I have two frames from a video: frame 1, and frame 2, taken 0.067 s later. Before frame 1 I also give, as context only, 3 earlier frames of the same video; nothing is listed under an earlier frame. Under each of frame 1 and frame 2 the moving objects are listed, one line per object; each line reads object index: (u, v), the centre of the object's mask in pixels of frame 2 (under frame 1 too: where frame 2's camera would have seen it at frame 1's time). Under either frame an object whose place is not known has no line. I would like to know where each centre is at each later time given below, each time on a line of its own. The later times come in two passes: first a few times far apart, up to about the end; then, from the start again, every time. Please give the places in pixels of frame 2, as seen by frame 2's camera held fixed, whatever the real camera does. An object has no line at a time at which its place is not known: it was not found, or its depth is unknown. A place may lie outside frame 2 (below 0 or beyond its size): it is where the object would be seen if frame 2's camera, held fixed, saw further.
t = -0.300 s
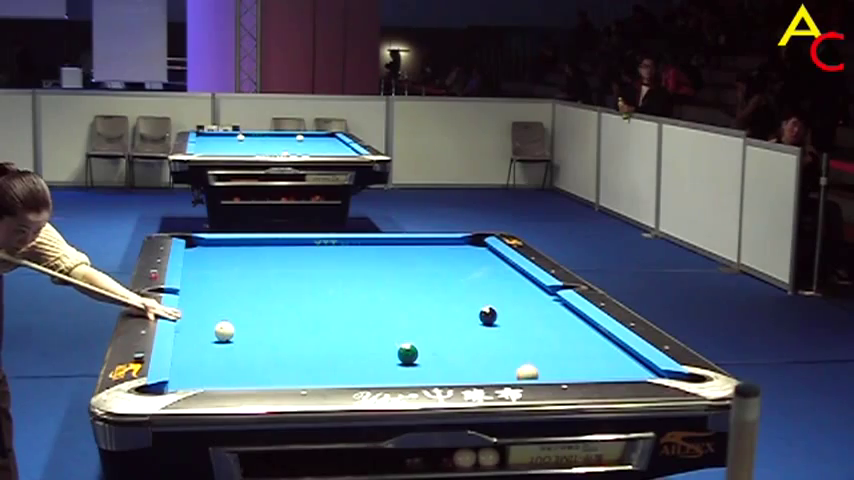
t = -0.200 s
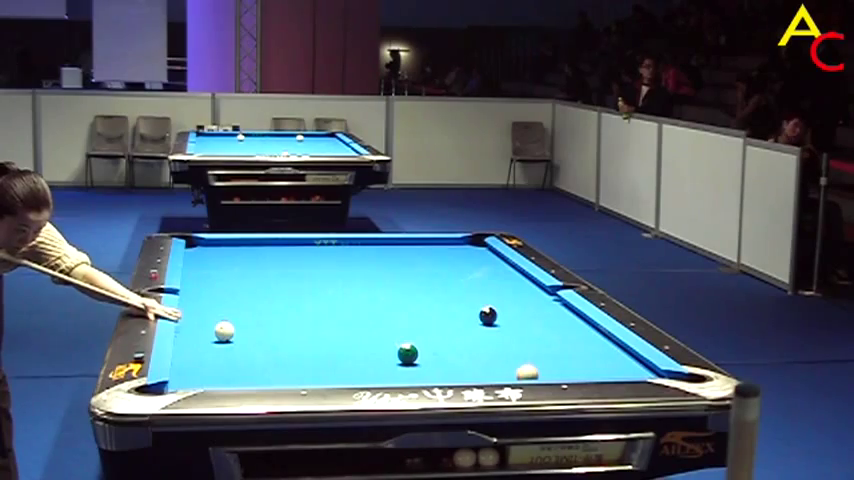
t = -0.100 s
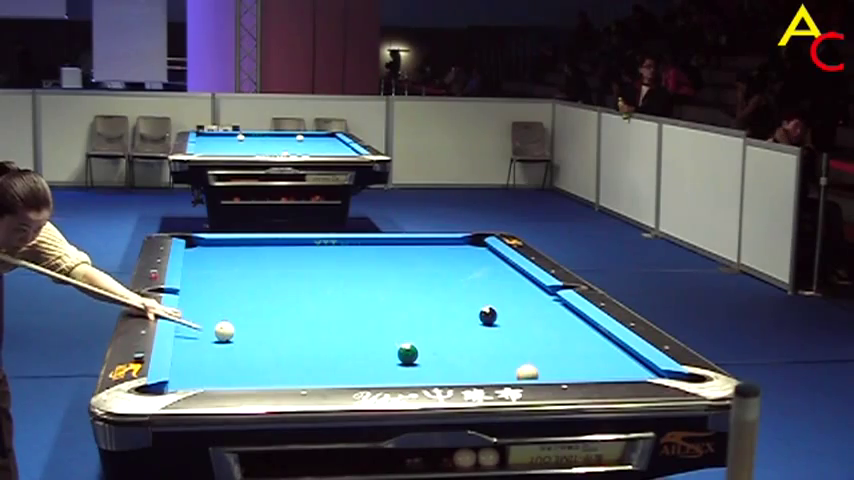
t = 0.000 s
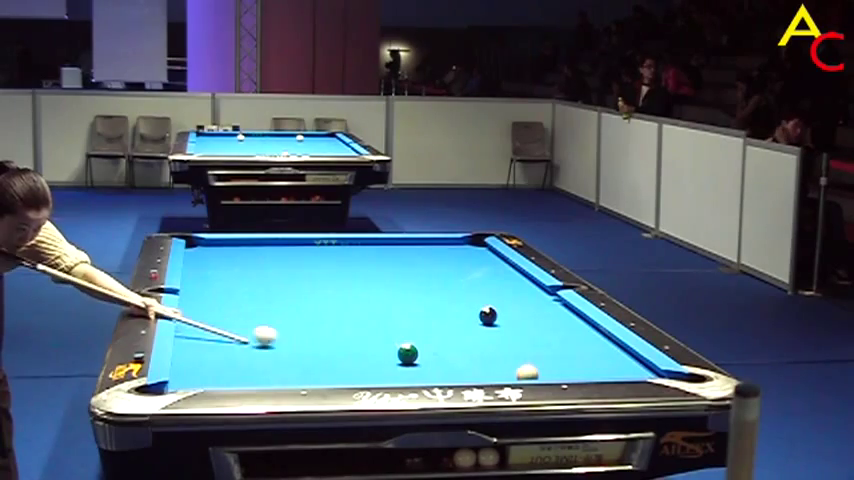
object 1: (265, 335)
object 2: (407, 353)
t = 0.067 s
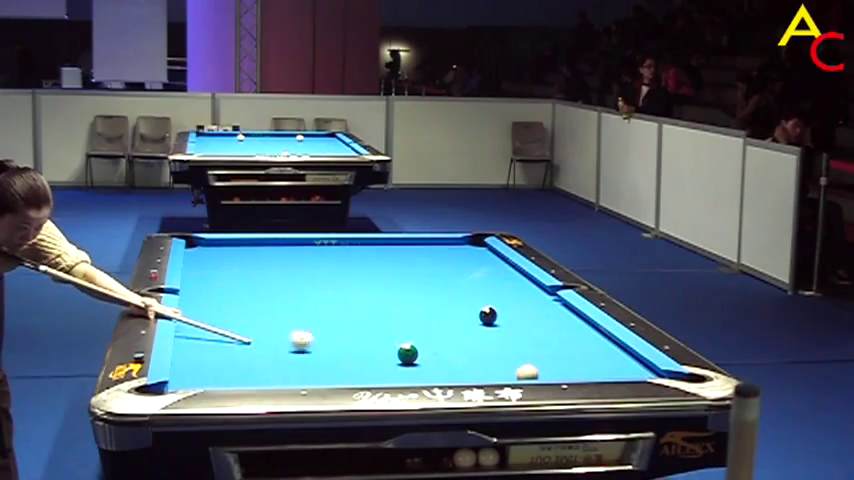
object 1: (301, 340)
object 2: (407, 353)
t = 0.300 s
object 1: (388, 351)
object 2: (422, 355)
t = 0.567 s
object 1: (389, 352)
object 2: (499, 364)
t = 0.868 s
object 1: (389, 352)
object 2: (582, 370)
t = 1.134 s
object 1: (389, 352)
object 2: (650, 373)
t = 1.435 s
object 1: (389, 352)
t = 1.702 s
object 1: (389, 352)
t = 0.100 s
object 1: (318, 342)
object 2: (407, 353)
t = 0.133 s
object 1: (334, 344)
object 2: (407, 353)
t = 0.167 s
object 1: (349, 346)
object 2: (407, 353)
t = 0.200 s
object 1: (364, 348)
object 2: (407, 353)
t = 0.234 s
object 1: (378, 349)
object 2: (407, 354)
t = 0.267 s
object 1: (388, 351)
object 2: (410, 354)
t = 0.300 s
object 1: (388, 351)
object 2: (422, 355)
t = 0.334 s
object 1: (388, 351)
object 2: (433, 356)
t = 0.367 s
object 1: (388, 351)
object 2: (444, 358)
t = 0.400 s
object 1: (388, 351)
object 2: (454, 359)
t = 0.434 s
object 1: (389, 352)
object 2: (463, 360)
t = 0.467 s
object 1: (389, 352)
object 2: (472, 361)
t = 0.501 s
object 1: (389, 352)
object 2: (481, 362)
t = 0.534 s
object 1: (389, 352)
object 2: (490, 363)
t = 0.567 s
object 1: (389, 352)
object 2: (499, 364)
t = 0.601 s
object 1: (389, 352)
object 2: (508, 365)
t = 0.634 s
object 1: (389, 352)
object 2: (516, 364)
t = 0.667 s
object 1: (389, 352)
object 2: (527, 362)
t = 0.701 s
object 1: (389, 352)
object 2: (538, 365)
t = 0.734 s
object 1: (389, 352)
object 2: (545, 368)
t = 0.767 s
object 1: (389, 352)
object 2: (554, 368)
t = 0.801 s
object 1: (388, 352)
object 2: (564, 369)
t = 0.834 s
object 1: (389, 352)
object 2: (573, 370)
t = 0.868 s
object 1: (389, 352)
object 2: (582, 370)
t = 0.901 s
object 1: (389, 352)
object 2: (591, 371)
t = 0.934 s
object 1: (389, 352)
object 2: (600, 371)
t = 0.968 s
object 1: (389, 352)
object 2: (610, 372)
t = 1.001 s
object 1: (389, 352)
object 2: (619, 372)
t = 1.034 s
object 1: (389, 352)
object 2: (628, 373)
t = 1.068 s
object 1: (389, 352)
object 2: (638, 373)
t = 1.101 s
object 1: (389, 352)
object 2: (646, 373)
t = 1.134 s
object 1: (389, 352)
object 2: (650, 373)
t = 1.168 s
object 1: (389, 352)
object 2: (657, 372)
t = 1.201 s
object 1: (389, 352)
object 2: (664, 373)
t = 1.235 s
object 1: (389, 352)
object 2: (670, 373)
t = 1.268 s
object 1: (389, 352)
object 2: (675, 377)
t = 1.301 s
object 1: (389, 352)
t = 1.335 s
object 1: (389, 352)
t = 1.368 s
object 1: (389, 352)
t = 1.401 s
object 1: (389, 352)
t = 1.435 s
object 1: (389, 352)
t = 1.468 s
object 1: (389, 352)
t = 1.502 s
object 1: (389, 352)
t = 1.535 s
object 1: (389, 352)
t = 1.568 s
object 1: (389, 352)
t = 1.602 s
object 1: (389, 352)
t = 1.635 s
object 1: (389, 352)
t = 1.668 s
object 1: (389, 352)
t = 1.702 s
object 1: (389, 352)
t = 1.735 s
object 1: (389, 352)
